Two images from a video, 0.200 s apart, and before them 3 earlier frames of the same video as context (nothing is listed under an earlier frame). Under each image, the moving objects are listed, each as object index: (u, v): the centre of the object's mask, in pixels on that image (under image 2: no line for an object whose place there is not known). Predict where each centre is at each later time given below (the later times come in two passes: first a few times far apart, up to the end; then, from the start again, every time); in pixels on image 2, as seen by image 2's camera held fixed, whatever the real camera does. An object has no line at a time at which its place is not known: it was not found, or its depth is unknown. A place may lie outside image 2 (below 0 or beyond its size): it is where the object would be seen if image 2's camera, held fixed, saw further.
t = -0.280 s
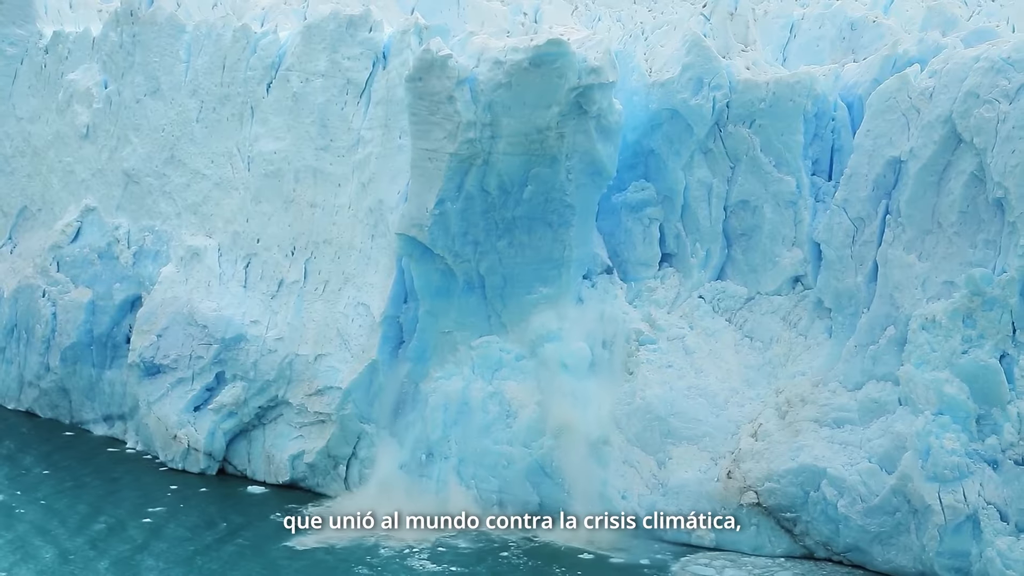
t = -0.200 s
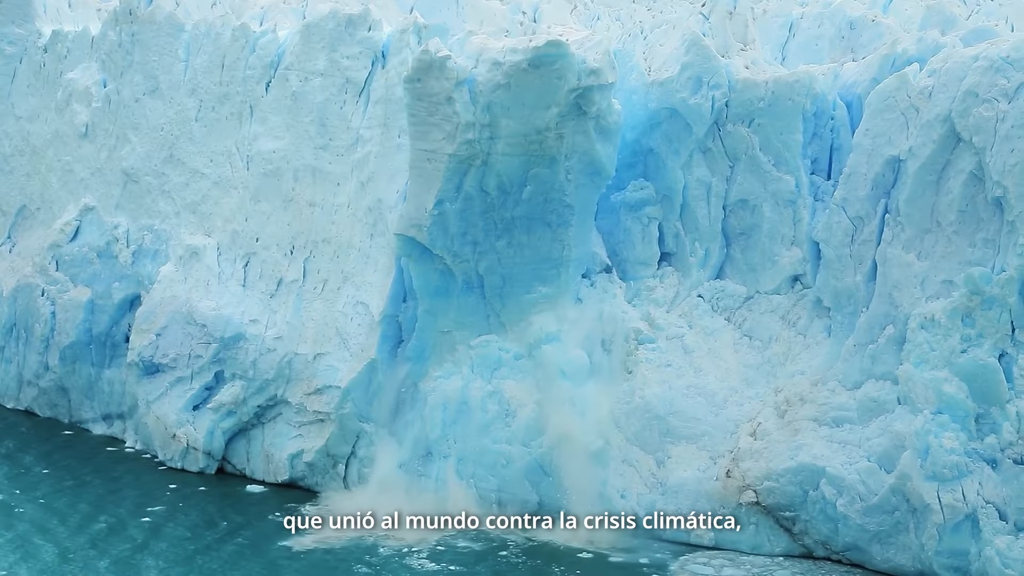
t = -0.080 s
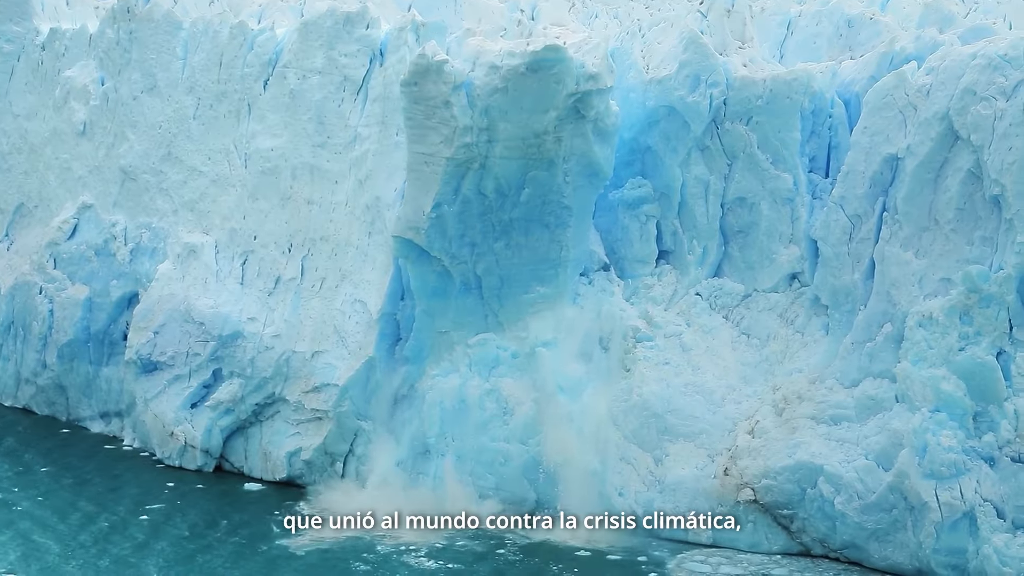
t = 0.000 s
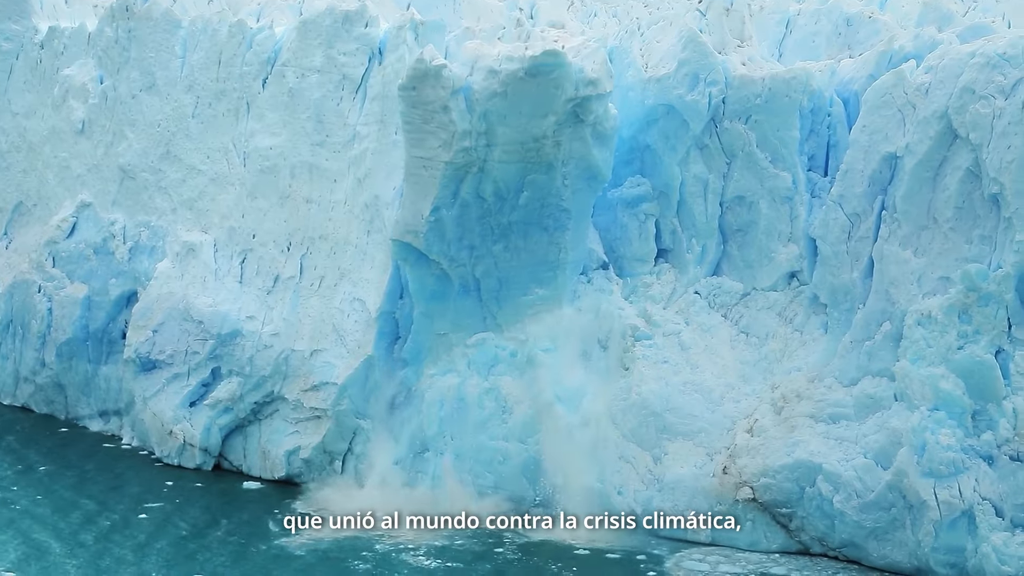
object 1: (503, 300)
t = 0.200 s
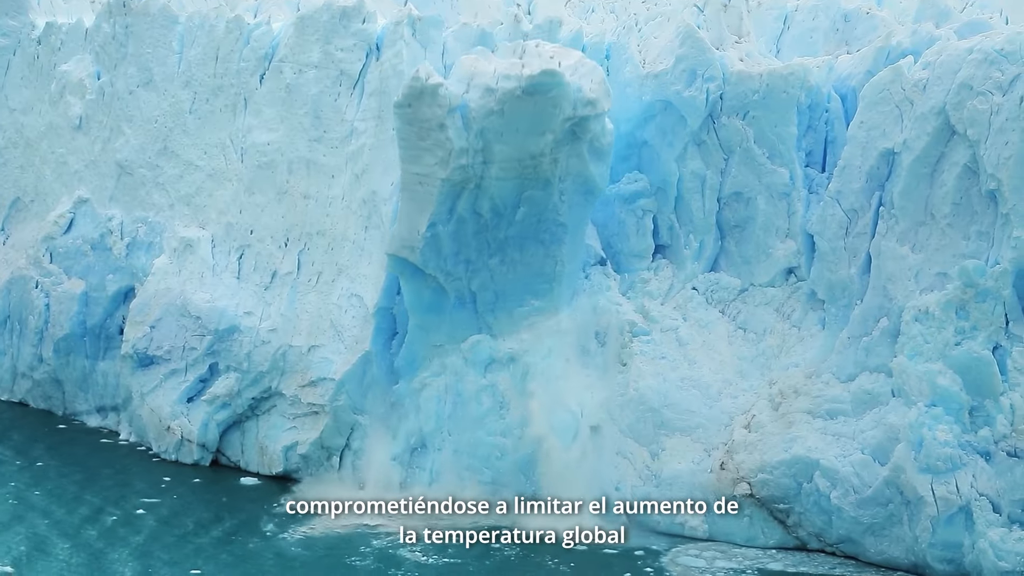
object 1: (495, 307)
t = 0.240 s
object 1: (495, 310)
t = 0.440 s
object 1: (495, 326)
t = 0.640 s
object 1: (497, 345)
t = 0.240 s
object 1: (495, 310)
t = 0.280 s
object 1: (495, 311)
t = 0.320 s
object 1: (495, 314)
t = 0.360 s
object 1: (495, 318)
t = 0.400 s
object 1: (495, 322)
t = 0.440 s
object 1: (495, 326)
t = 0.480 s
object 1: (497, 326)
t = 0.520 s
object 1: (497, 330)
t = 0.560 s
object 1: (496, 336)
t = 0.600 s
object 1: (496, 342)
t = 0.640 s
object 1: (497, 345)
